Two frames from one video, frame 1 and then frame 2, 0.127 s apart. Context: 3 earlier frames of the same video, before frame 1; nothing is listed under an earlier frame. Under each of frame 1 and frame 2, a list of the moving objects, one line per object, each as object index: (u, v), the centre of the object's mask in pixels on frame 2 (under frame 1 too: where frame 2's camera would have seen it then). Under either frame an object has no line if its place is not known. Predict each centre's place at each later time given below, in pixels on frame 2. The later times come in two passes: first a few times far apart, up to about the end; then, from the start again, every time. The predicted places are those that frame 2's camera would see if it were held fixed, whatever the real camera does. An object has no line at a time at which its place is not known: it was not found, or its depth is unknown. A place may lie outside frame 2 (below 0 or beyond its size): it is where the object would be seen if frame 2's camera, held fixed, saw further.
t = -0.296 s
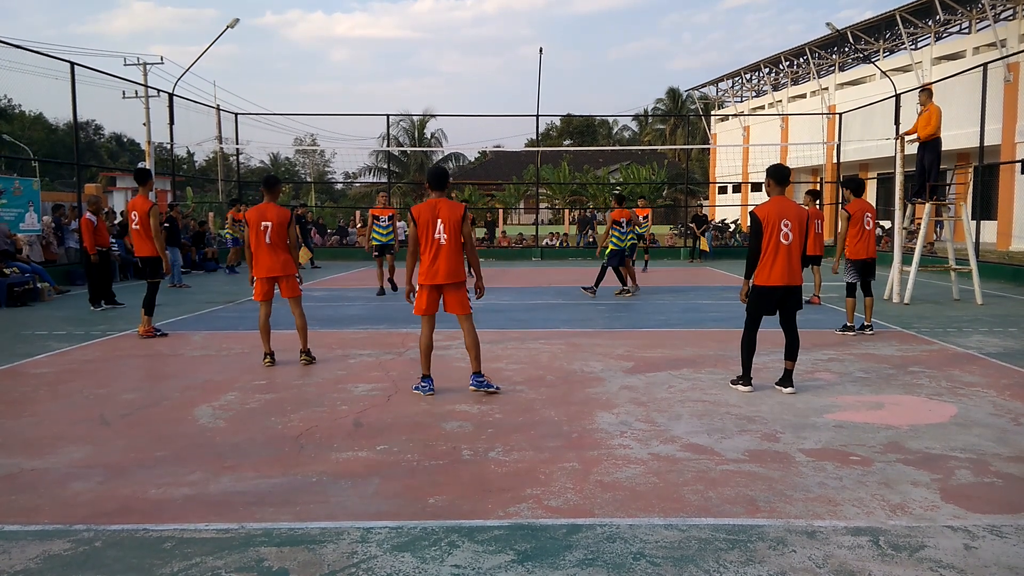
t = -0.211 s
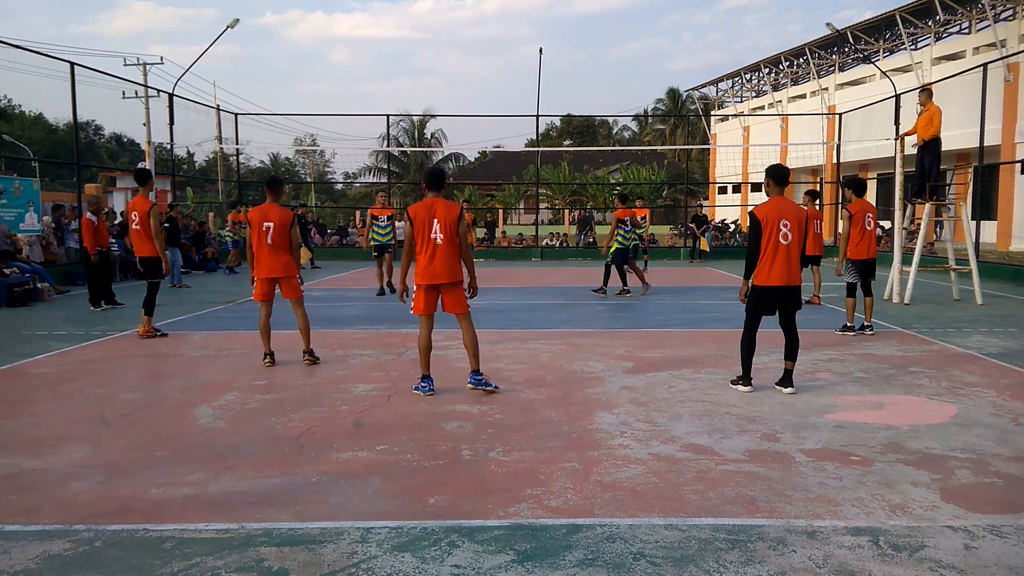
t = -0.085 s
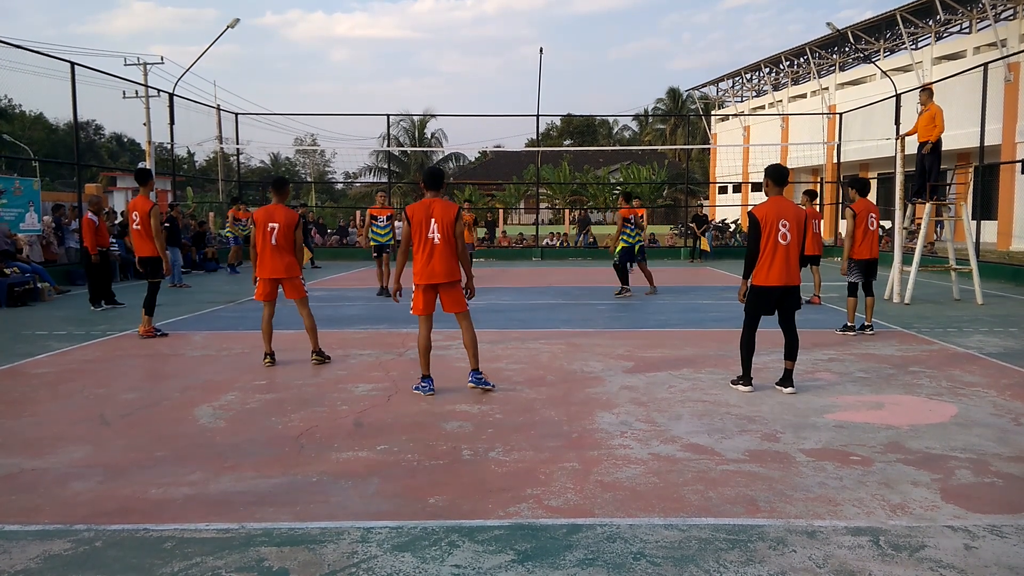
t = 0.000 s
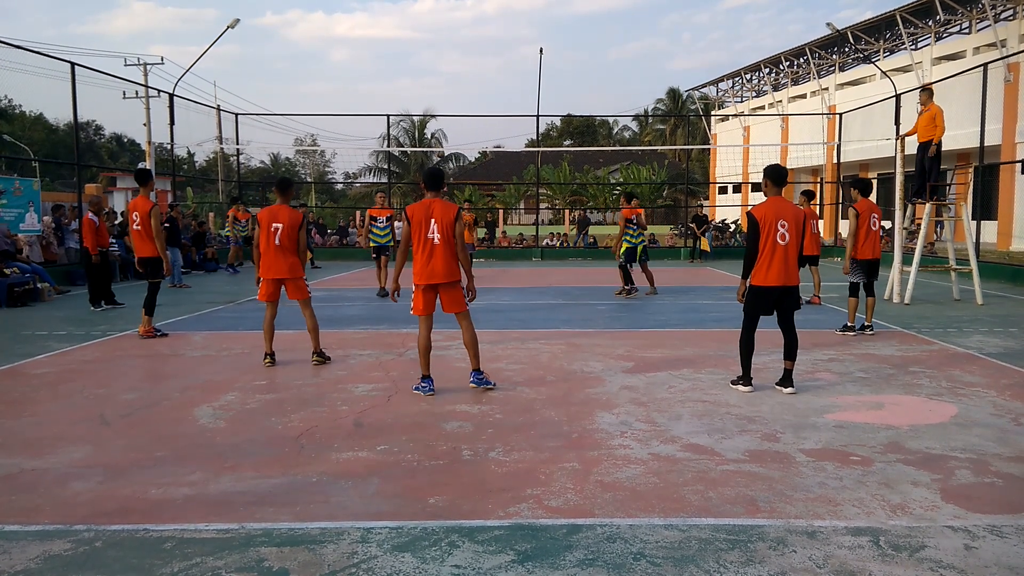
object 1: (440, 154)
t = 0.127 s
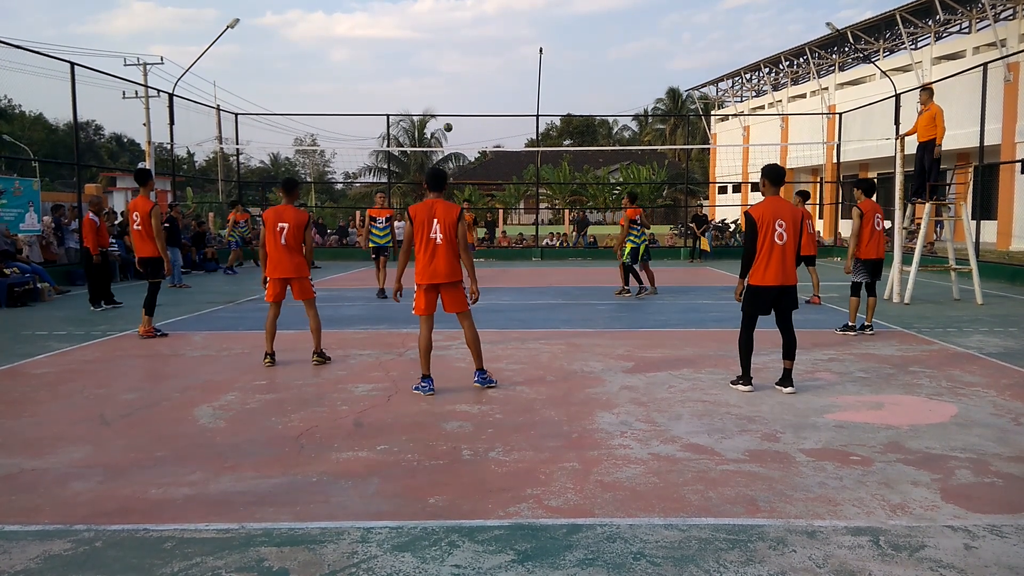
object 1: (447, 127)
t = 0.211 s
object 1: (453, 111)
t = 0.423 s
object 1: (468, 78)
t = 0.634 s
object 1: (486, 60)
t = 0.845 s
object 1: (509, 69)
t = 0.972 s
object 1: (527, 96)
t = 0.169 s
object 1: (450, 119)
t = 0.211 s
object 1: (453, 111)
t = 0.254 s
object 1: (456, 104)
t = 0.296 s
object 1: (459, 97)
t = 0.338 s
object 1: (462, 90)
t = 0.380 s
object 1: (465, 84)
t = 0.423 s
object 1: (468, 78)
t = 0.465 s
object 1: (471, 73)
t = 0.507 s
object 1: (474, 69)
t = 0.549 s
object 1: (478, 65)
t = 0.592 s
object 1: (482, 62)
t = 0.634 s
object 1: (486, 60)
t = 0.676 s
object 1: (490, 60)
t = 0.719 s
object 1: (495, 60)
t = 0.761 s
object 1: (499, 61)
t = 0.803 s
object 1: (504, 65)
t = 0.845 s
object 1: (509, 69)
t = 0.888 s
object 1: (514, 76)
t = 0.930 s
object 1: (520, 85)
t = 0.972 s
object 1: (527, 96)
